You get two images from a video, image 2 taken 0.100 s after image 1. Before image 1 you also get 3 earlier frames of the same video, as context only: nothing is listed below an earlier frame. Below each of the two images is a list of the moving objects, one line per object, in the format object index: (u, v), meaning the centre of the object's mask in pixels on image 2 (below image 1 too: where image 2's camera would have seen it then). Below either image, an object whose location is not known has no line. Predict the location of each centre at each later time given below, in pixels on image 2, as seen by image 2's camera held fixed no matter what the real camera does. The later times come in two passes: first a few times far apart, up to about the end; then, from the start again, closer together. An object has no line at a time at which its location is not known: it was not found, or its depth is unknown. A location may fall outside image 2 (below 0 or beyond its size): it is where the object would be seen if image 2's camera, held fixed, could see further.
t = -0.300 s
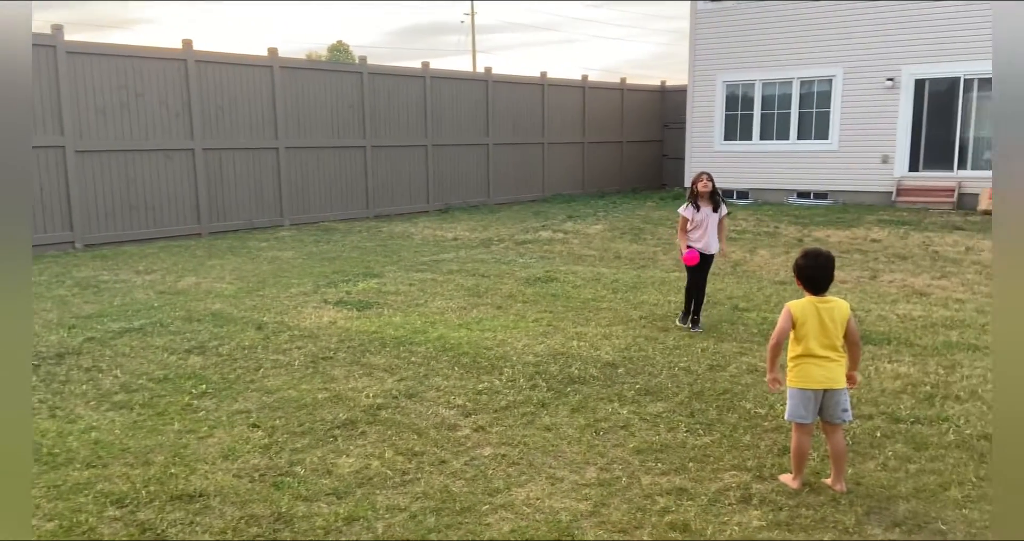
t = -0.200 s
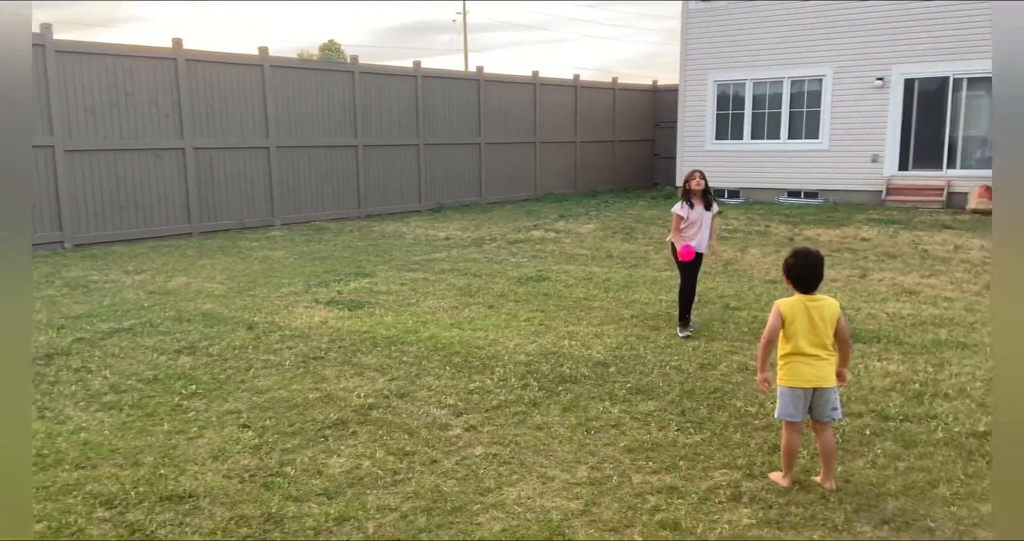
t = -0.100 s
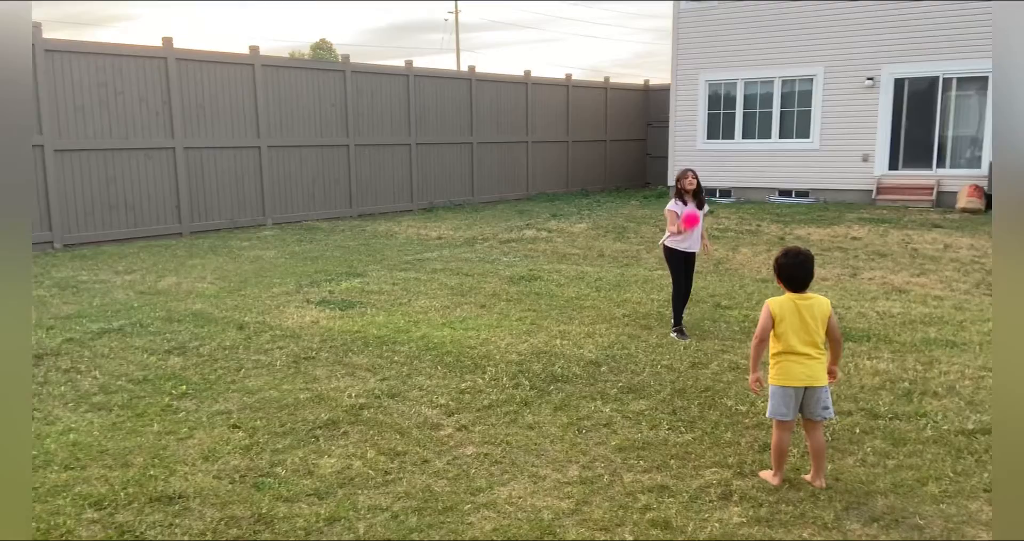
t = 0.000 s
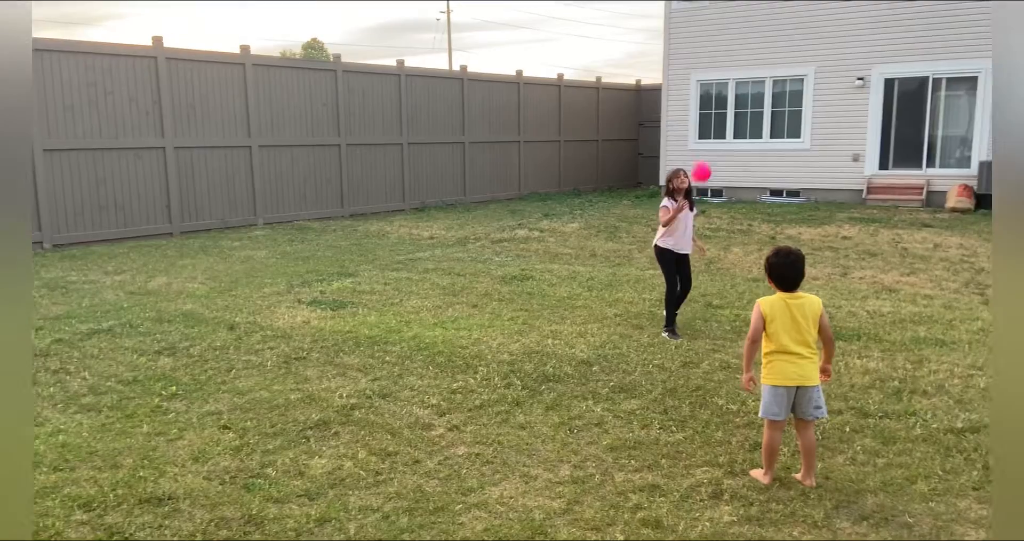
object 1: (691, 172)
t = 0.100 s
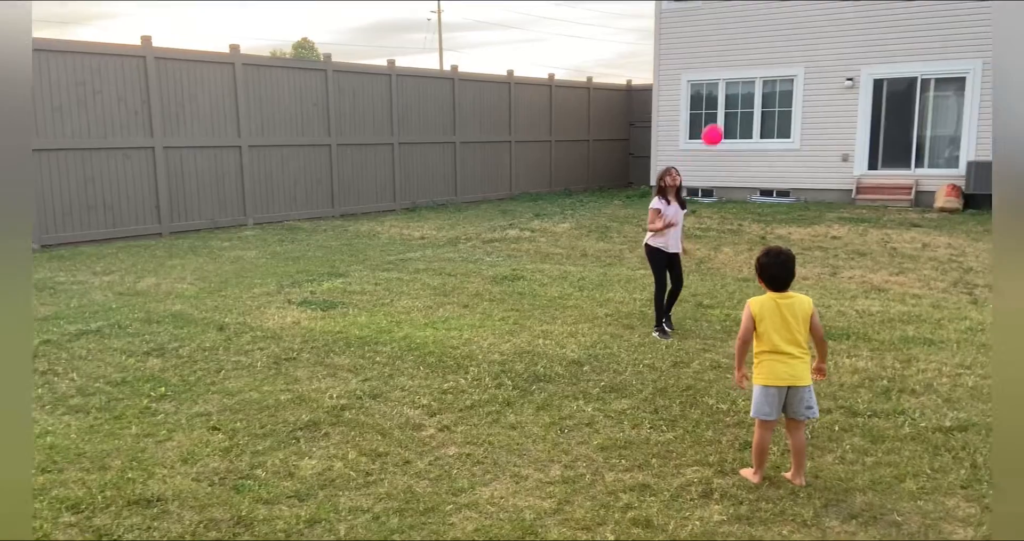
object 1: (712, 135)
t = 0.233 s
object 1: (742, 104)
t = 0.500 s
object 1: (802, 125)
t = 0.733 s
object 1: (866, 252)
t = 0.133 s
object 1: (720, 125)
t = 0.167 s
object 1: (728, 117)
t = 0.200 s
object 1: (735, 110)
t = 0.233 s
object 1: (742, 104)
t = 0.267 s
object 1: (749, 100)
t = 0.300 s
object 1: (756, 98)
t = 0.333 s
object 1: (764, 98)
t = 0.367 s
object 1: (772, 99)
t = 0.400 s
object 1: (779, 103)
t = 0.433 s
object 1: (787, 108)
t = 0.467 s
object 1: (795, 116)
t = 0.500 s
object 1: (802, 125)
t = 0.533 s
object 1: (810, 137)
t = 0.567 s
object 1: (818, 151)
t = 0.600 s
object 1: (826, 167)
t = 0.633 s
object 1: (835, 186)
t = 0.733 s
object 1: (866, 252)
